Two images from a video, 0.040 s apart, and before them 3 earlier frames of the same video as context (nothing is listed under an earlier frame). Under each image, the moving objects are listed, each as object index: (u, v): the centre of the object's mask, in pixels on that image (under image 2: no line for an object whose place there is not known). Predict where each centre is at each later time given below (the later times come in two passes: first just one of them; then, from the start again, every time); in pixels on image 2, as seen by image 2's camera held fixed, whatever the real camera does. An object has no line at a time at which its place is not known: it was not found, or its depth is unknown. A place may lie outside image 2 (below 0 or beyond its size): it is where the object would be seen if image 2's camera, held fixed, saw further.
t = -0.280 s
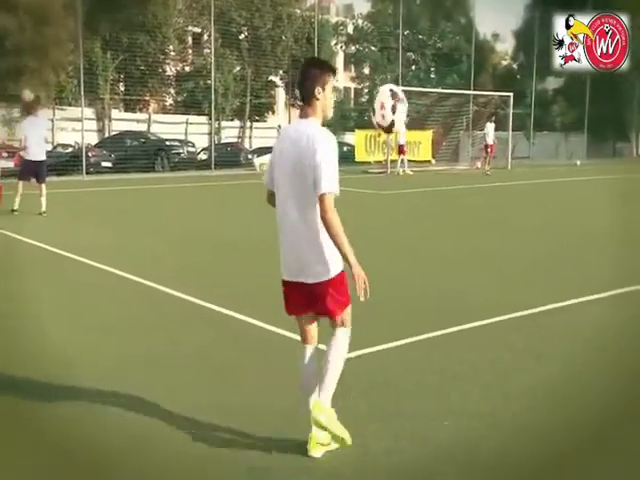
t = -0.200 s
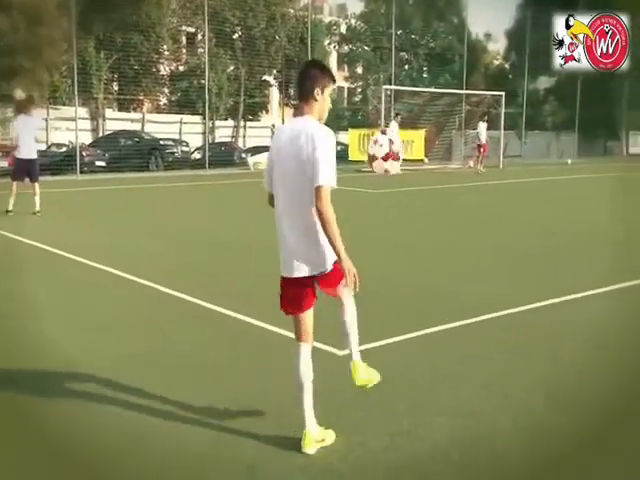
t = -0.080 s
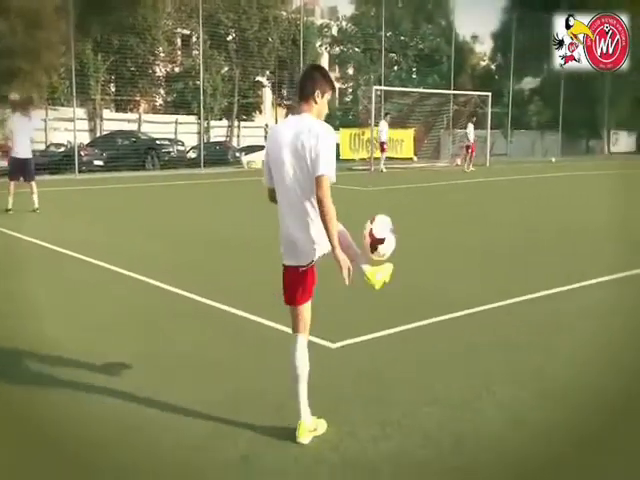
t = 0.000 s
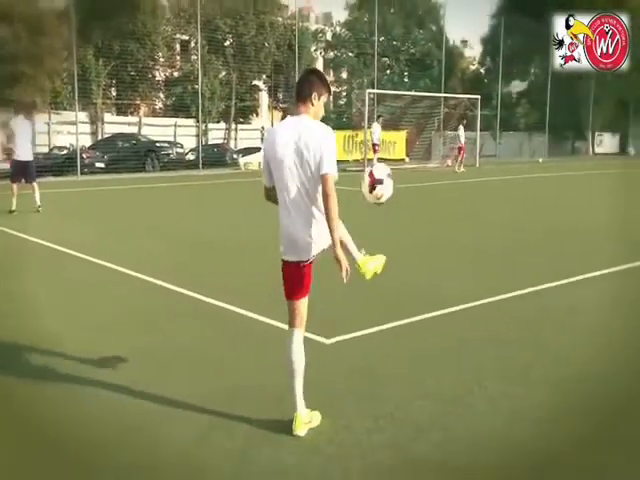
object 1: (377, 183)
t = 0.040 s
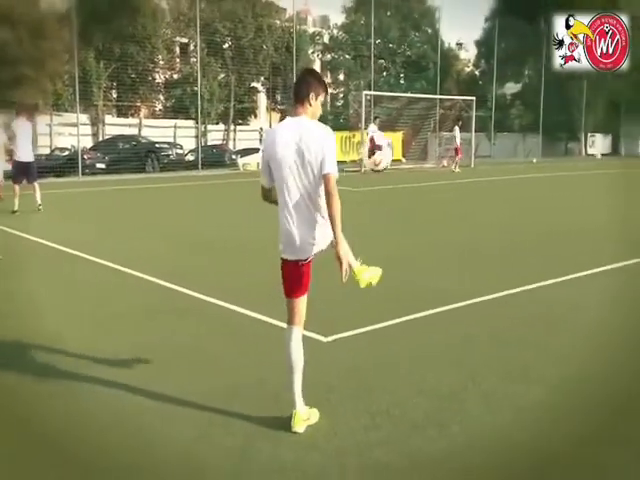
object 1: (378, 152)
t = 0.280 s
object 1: (387, 20)
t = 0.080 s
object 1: (378, 122)
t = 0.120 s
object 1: (380, 95)
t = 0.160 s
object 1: (382, 72)
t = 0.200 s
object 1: (384, 51)
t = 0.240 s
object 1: (386, 34)
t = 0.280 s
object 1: (387, 20)
